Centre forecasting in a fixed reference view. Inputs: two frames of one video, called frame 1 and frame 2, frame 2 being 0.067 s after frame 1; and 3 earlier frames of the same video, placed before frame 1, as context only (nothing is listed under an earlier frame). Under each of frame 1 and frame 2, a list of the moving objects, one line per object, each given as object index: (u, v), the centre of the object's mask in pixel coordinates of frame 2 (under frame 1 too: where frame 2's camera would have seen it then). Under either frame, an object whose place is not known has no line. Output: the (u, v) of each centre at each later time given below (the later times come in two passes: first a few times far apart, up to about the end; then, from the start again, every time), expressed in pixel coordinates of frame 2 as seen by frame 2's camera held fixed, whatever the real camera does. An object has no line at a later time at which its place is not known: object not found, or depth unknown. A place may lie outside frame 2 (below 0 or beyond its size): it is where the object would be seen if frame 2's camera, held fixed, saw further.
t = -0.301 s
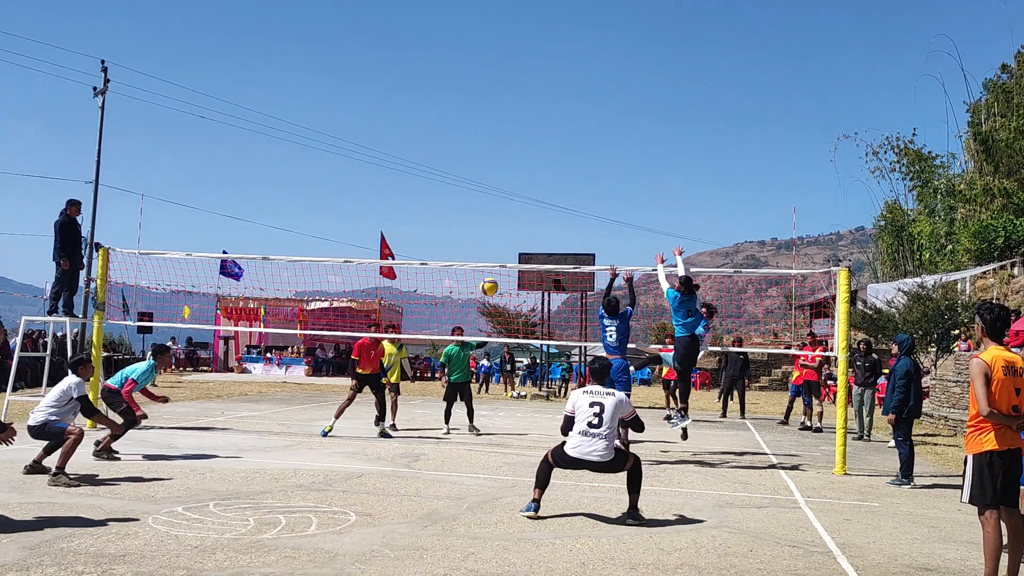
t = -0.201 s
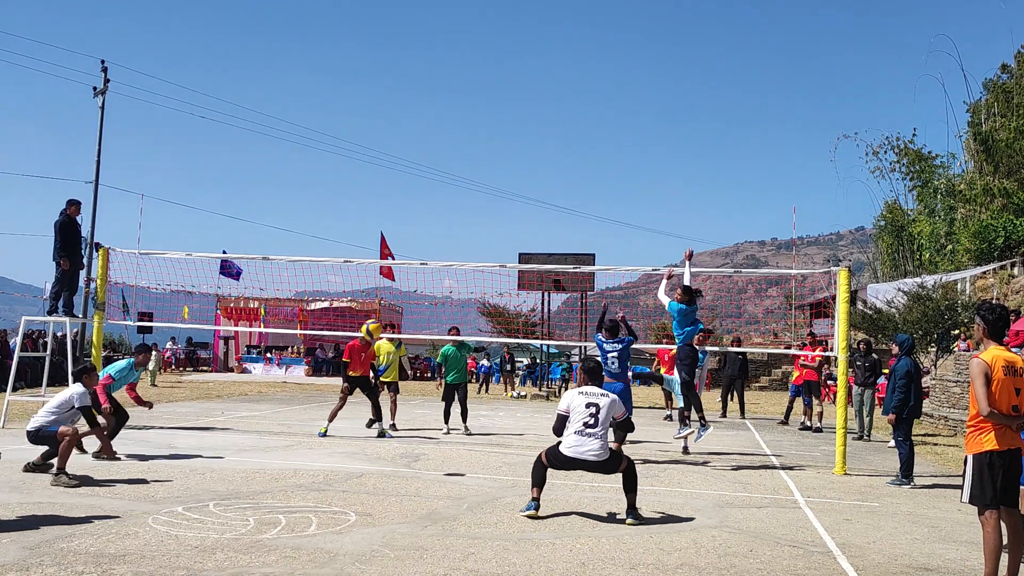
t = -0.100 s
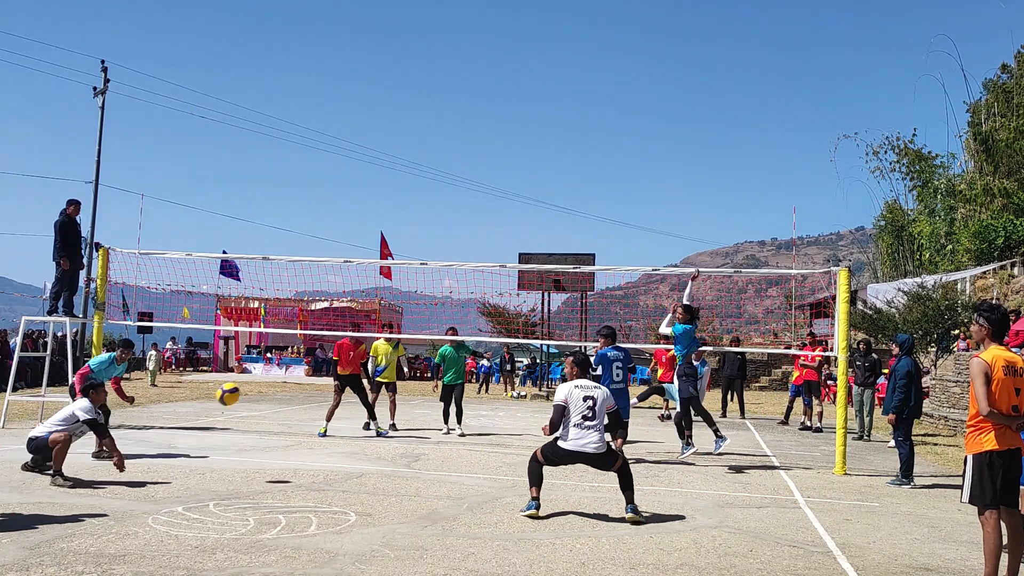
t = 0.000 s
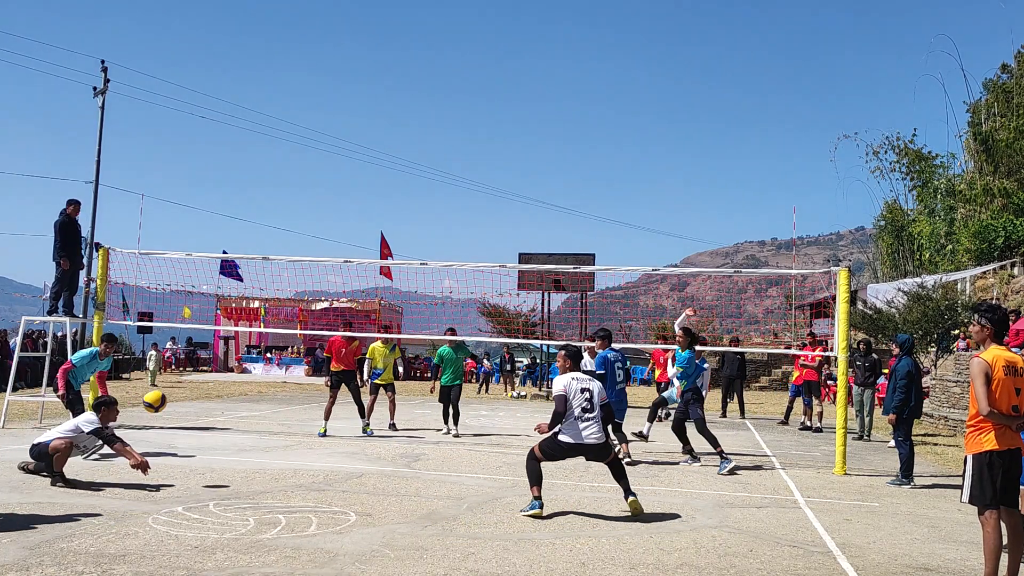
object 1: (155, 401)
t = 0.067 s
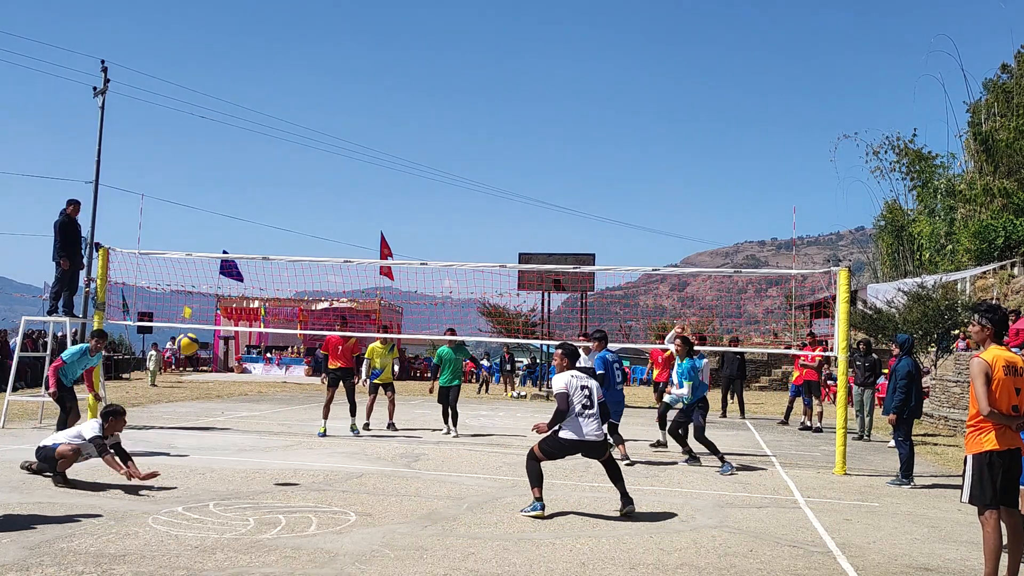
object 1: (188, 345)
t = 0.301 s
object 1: (286, 195)
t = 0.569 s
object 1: (377, 104)
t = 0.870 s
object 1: (462, 87)
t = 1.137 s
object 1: (526, 135)
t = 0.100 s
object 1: (203, 317)
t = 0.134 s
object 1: (218, 294)
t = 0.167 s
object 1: (233, 271)
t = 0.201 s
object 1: (247, 250)
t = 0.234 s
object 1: (261, 230)
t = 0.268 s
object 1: (273, 211)
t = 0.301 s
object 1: (286, 195)
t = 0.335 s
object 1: (299, 179)
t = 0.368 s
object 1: (311, 164)
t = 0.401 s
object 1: (322, 151)
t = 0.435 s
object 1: (334, 140)
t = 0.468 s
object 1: (345, 129)
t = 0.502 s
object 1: (356, 119)
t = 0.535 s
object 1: (367, 111)
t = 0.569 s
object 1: (377, 104)
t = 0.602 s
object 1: (387, 98)
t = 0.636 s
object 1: (397, 93)
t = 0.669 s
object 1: (407, 89)
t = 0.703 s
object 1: (416, 86)
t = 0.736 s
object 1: (426, 84)
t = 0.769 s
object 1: (435, 83)
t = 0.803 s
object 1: (444, 84)
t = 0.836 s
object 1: (453, 85)
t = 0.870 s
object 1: (462, 87)
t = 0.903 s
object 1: (470, 90)
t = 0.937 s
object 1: (478, 94)
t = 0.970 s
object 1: (486, 98)
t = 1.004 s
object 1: (495, 104)
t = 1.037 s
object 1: (502, 110)
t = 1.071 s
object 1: (510, 118)
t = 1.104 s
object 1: (518, 126)
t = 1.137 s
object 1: (526, 135)
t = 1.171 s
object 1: (533, 145)
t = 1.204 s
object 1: (540, 156)
